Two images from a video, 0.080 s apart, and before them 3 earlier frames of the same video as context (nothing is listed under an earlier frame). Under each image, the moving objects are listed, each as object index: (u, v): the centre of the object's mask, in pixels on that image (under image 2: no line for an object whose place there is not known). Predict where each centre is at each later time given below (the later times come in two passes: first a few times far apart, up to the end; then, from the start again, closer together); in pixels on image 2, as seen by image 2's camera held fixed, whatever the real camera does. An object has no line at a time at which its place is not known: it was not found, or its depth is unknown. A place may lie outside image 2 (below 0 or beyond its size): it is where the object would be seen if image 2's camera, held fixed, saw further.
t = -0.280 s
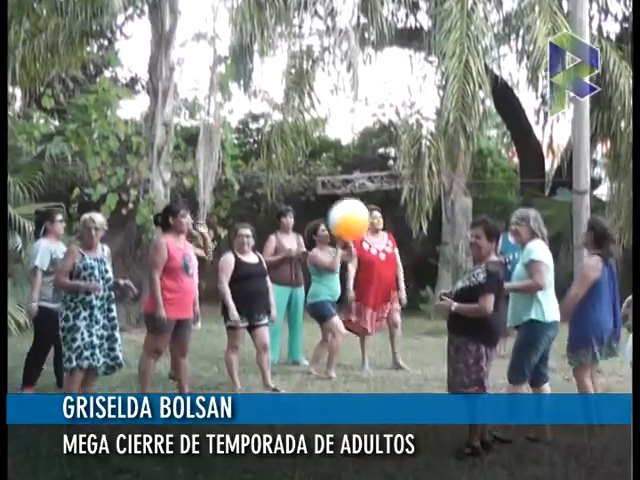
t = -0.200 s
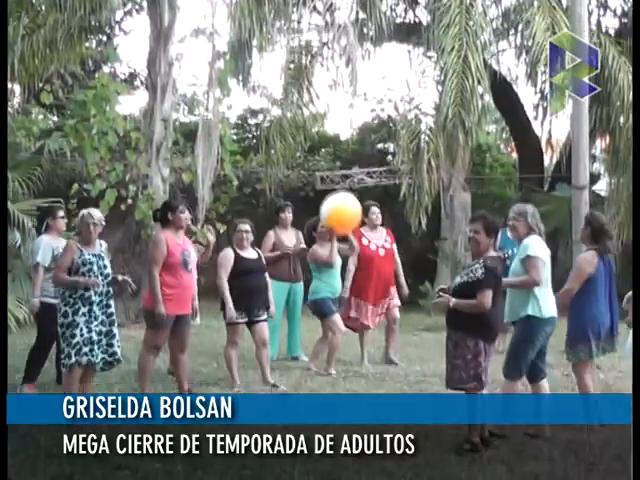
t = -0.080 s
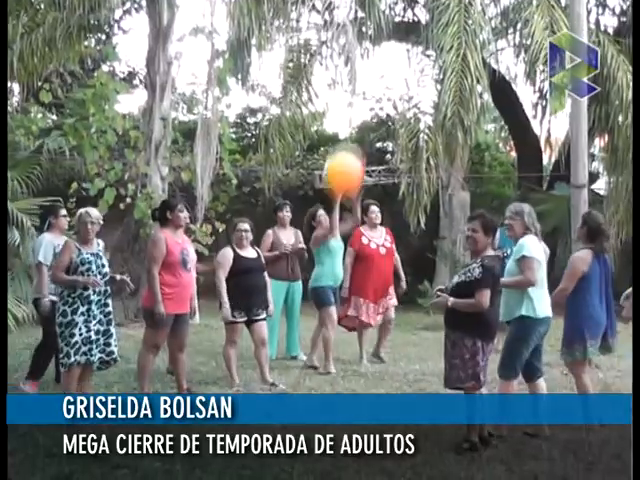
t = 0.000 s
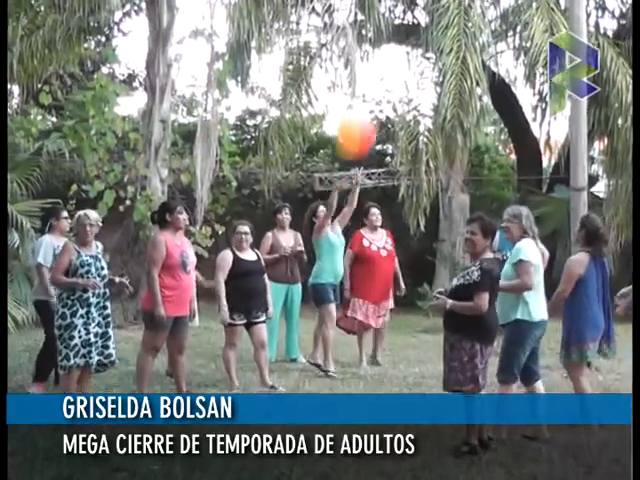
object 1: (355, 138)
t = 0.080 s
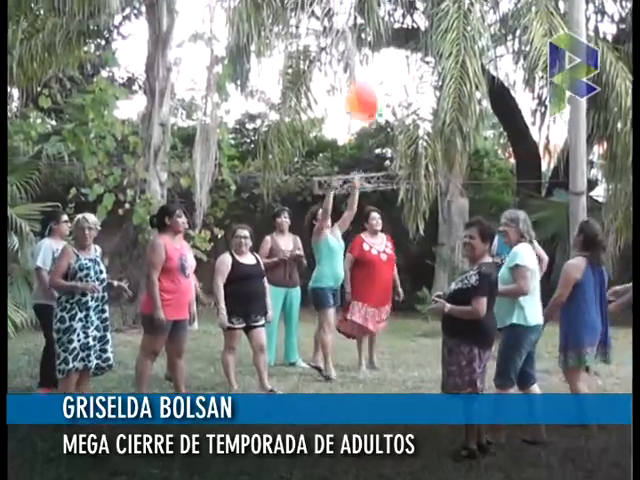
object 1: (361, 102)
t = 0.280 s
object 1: (387, 28)
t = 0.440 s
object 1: (401, 0)
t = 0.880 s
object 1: (418, 11)
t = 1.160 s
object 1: (415, 95)
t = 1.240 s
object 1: (412, 127)
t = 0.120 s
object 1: (364, 85)
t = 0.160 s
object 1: (376, 67)
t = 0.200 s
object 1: (378, 53)
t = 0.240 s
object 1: (382, 41)
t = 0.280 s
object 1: (387, 28)
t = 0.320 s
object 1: (391, 19)
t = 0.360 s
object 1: (394, 11)
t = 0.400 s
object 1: (399, 5)
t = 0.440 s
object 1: (401, 0)
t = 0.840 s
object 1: (419, 3)
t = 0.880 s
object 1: (418, 11)
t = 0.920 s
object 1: (418, 20)
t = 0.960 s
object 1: (418, 28)
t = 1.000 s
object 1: (418, 38)
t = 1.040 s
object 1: (417, 50)
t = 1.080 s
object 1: (417, 62)
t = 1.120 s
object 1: (417, 76)
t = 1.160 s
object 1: (415, 95)
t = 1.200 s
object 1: (414, 111)
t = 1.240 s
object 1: (412, 127)
